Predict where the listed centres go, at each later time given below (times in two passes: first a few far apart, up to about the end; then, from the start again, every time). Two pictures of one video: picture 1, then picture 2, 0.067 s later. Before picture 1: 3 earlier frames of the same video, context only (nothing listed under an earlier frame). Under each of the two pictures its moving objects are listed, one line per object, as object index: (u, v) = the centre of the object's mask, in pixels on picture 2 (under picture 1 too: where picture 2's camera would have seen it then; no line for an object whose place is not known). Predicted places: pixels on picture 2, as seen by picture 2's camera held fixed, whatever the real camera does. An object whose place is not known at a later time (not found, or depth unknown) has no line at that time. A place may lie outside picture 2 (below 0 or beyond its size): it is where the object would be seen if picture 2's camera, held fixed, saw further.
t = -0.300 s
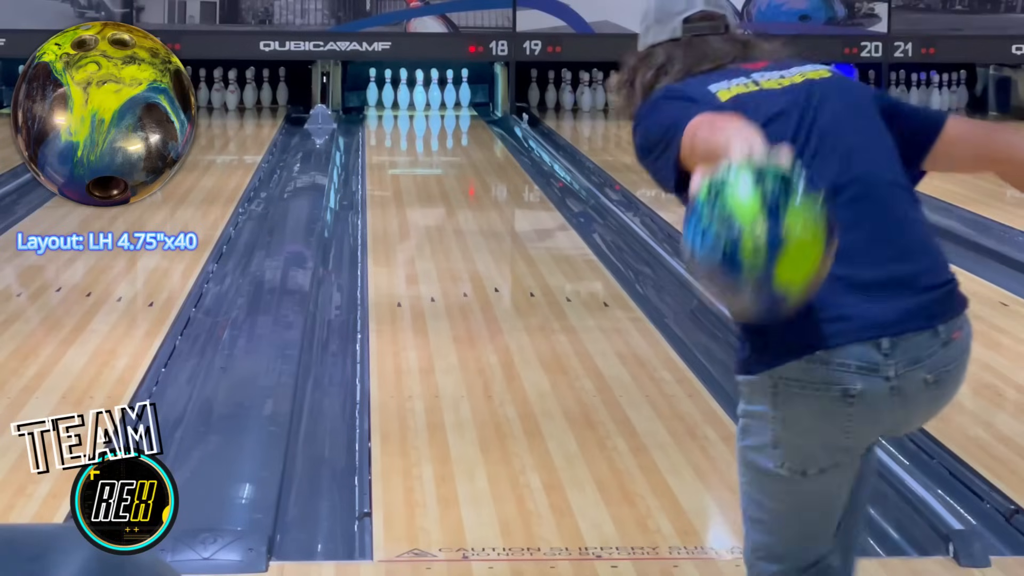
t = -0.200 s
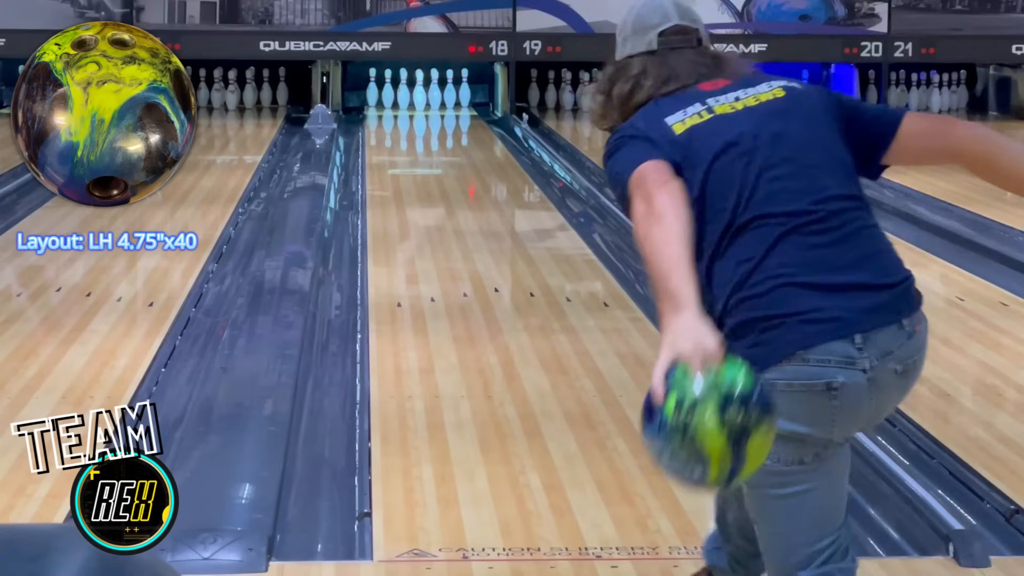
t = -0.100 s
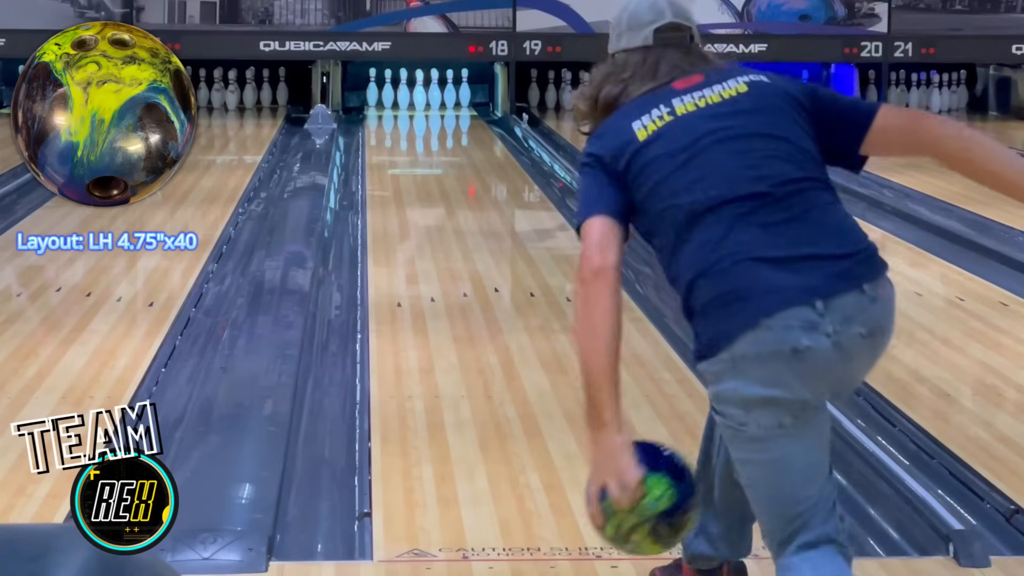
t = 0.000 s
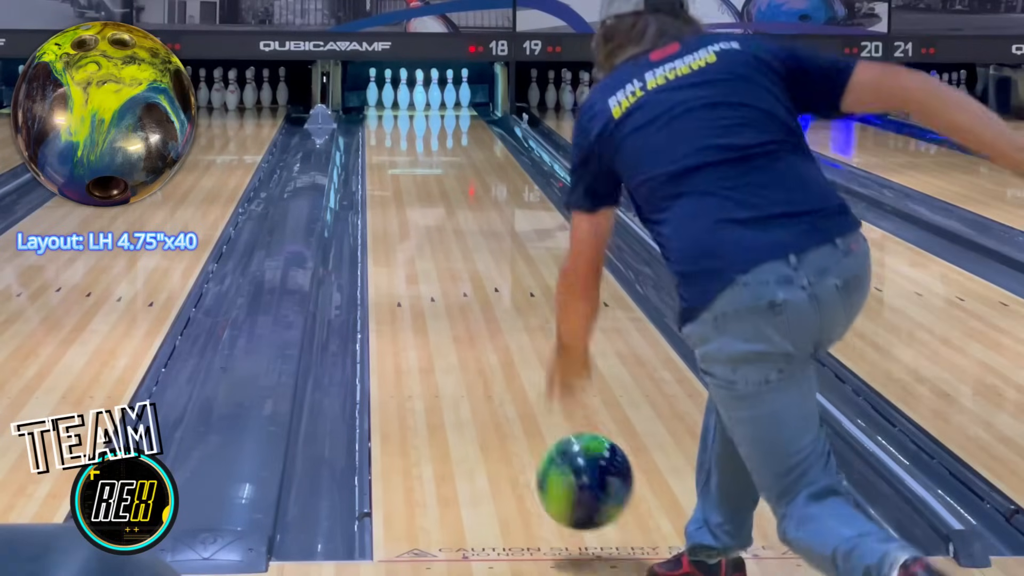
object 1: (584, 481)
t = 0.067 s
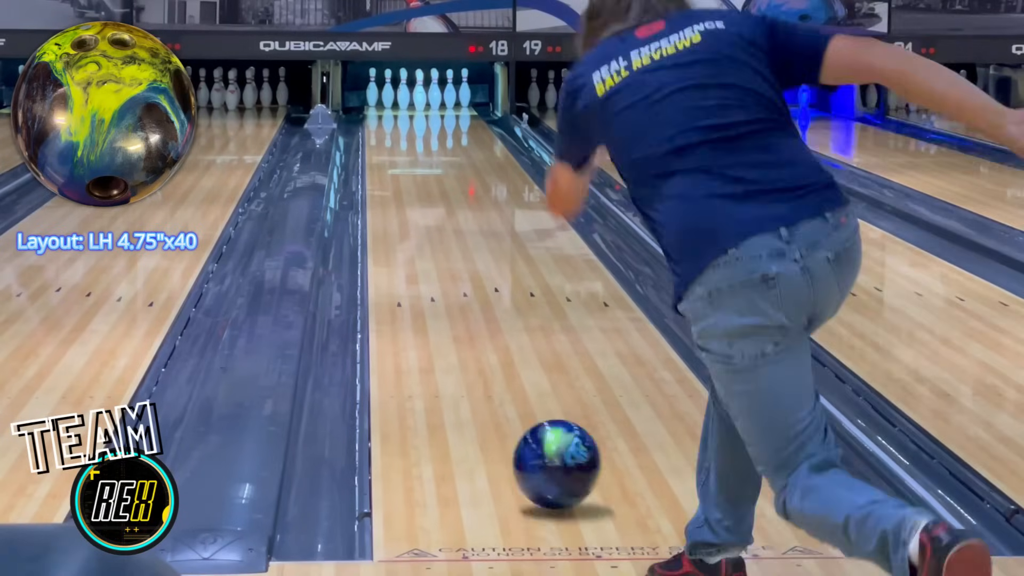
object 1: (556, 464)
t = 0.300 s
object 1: (491, 351)
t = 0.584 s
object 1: (445, 268)
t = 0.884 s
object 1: (416, 213)
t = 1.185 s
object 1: (399, 175)
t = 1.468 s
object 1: (391, 150)
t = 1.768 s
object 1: (388, 129)
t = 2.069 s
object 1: (394, 114)
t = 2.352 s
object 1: (407, 103)
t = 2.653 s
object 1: (410, 96)
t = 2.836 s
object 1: (412, 98)
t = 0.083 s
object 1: (551, 458)
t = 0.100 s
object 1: (545, 444)
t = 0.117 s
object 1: (539, 433)
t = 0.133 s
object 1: (534, 424)
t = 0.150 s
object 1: (528, 416)
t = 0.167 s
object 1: (523, 409)
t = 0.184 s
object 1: (518, 402)
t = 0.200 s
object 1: (514, 393)
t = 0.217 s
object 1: (510, 386)
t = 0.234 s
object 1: (506, 378)
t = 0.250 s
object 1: (502, 372)
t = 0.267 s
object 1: (498, 365)
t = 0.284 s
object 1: (494, 358)
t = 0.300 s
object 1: (491, 351)
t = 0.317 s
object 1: (487, 346)
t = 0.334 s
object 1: (484, 339)
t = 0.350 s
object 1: (480, 333)
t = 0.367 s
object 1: (477, 328)
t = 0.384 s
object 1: (474, 322)
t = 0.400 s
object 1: (471, 317)
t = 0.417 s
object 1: (468, 311)
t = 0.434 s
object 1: (466, 307)
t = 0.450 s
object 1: (463, 301)
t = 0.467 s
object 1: (461, 297)
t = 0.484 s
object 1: (458, 293)
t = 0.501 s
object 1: (456, 288)
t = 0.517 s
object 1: (454, 284)
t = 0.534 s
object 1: (451, 280)
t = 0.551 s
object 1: (448, 276)
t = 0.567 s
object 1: (447, 272)
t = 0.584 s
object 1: (445, 268)
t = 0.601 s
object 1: (443, 264)
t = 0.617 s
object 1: (441, 260)
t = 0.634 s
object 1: (439, 257)
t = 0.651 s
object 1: (437, 254)
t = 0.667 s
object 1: (435, 250)
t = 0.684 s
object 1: (434, 247)
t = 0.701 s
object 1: (432, 244)
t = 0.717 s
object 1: (430, 240)
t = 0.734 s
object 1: (429, 238)
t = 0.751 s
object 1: (427, 235)
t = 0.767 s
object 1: (426, 231)
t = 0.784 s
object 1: (424, 228)
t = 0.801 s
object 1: (423, 226)
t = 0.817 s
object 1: (422, 223)
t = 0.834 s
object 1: (420, 220)
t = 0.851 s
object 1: (419, 218)
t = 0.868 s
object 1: (417, 215)
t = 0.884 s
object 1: (416, 213)
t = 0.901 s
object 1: (415, 210)
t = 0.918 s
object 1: (414, 208)
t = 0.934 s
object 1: (413, 205)
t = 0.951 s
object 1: (412, 203)
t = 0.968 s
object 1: (410, 201)
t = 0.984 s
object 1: (410, 199)
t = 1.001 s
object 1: (409, 197)
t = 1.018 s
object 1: (408, 195)
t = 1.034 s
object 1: (407, 192)
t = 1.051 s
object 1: (406, 190)
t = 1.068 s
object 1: (405, 188)
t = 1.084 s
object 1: (404, 186)
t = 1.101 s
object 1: (403, 184)
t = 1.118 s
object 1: (402, 182)
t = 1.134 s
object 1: (402, 181)
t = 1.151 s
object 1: (401, 179)
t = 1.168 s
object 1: (400, 177)
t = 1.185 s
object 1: (399, 175)
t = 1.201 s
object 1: (398, 173)
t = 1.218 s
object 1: (398, 172)
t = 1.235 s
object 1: (397, 170)
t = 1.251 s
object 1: (397, 168)
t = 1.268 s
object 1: (396, 167)
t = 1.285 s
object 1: (395, 165)
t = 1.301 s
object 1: (395, 164)
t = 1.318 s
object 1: (395, 162)
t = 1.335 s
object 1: (394, 161)
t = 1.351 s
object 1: (393, 159)
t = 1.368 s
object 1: (393, 158)
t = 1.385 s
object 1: (393, 156)
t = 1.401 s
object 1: (392, 155)
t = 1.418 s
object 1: (392, 154)
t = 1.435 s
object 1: (392, 152)
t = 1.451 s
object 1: (391, 151)
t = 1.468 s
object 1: (391, 150)
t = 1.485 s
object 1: (391, 149)
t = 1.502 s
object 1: (390, 147)
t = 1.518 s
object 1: (390, 146)
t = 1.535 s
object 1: (390, 145)
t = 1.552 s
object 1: (389, 143)
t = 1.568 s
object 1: (389, 142)
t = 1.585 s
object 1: (388, 141)
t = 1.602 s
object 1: (389, 140)
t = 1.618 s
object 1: (388, 139)
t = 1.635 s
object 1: (388, 138)
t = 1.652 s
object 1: (388, 137)
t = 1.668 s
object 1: (388, 135)
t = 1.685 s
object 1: (388, 135)
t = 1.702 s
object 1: (387, 133)
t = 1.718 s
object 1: (388, 132)
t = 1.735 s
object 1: (388, 131)
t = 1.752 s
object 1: (388, 130)
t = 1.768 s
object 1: (388, 129)
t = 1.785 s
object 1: (388, 128)
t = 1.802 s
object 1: (388, 128)
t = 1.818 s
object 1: (388, 127)
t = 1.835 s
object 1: (389, 126)
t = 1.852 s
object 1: (389, 124)
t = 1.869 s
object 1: (389, 123)
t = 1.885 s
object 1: (389, 122)
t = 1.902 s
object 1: (390, 122)
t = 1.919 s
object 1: (390, 121)
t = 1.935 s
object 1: (390, 120)
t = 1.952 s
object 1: (391, 119)
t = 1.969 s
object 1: (391, 118)
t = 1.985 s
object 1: (391, 118)
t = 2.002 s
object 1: (392, 117)
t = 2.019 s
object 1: (392, 116)
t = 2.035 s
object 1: (393, 115)
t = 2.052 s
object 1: (394, 115)
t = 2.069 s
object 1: (394, 114)
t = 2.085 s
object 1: (395, 113)
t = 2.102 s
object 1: (395, 113)
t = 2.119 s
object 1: (396, 112)
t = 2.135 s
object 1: (397, 111)
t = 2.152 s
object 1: (397, 110)
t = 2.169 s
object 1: (398, 110)
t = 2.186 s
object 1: (399, 109)
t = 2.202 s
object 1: (400, 108)
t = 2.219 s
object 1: (400, 108)
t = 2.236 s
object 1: (401, 107)
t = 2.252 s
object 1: (402, 107)
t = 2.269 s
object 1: (402, 106)
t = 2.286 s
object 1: (403, 106)
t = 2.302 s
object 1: (404, 105)
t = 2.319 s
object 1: (406, 103)
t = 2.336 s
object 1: (406, 103)
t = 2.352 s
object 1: (407, 103)
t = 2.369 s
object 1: (408, 102)
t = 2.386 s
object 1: (409, 102)
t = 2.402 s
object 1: (410, 101)
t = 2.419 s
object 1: (410, 100)
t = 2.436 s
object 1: (410, 101)
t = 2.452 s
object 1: (409, 100)
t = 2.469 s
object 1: (410, 100)
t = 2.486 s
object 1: (410, 99)
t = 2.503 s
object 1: (410, 99)
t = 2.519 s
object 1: (411, 99)
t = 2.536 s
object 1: (410, 98)
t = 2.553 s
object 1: (410, 98)
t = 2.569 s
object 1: (410, 97)
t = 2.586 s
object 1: (409, 97)
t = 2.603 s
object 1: (410, 97)
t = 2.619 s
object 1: (410, 97)
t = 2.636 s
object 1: (410, 96)
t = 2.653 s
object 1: (410, 96)
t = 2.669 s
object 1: (410, 96)
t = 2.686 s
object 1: (410, 95)
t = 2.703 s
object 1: (410, 95)
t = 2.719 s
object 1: (410, 95)
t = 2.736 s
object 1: (410, 95)
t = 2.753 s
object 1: (410, 96)
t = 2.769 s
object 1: (411, 95)
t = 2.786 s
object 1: (412, 95)
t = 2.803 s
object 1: (412, 97)
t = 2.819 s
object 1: (411, 97)
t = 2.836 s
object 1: (412, 98)
